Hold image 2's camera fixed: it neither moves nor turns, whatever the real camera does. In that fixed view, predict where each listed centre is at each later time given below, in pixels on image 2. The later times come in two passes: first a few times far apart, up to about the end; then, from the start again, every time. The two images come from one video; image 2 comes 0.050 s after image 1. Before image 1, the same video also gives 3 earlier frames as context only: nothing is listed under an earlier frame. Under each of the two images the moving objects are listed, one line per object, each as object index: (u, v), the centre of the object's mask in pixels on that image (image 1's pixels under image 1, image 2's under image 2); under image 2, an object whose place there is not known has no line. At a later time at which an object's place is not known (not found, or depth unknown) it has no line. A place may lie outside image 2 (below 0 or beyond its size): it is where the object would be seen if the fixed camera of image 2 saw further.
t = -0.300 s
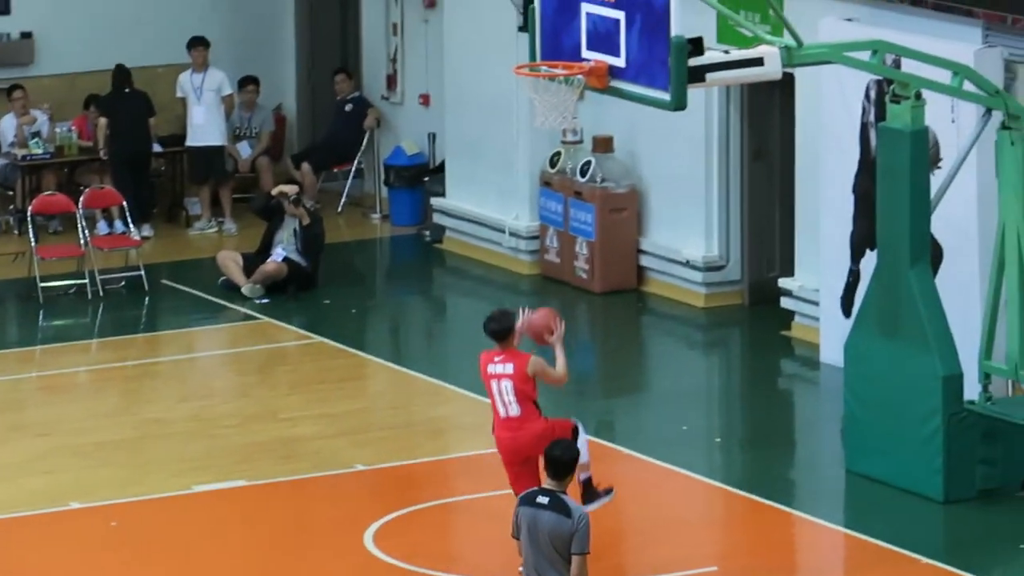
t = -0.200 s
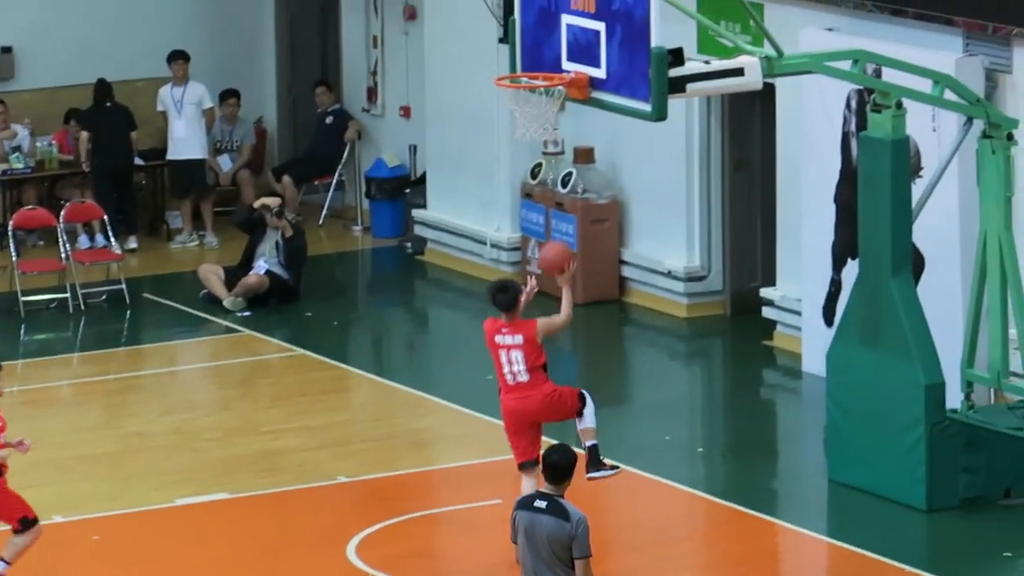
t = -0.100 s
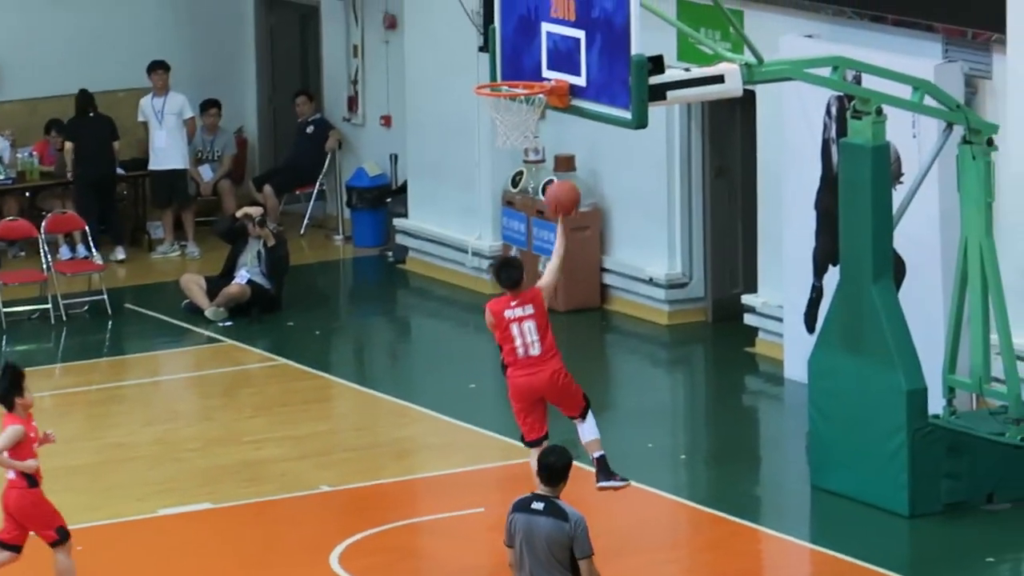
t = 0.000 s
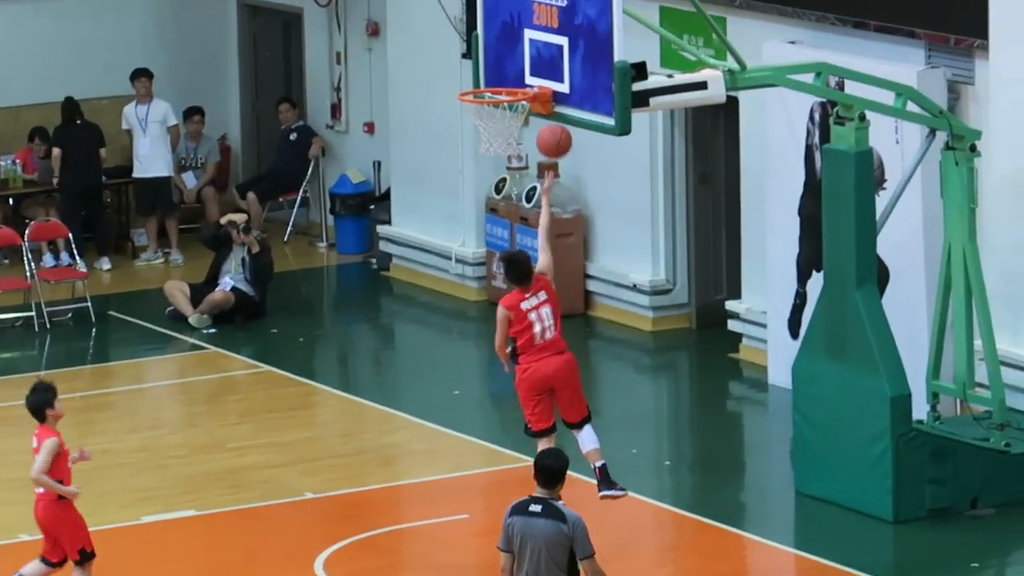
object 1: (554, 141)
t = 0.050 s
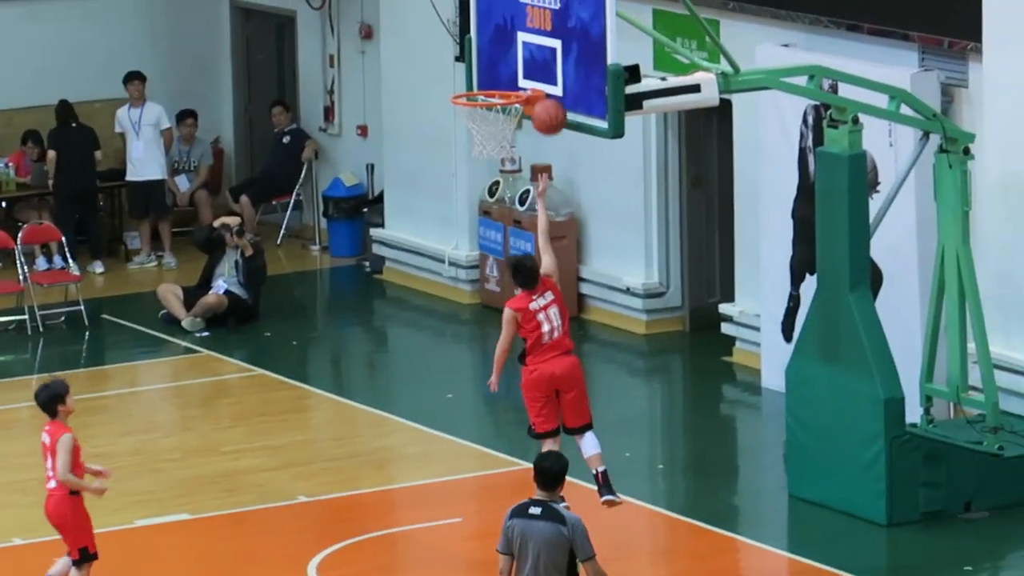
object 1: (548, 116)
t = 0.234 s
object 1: (524, 65)
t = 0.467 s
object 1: (472, 83)
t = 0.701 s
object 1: (496, 103)
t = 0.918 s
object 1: (481, 166)
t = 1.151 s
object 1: (470, 279)
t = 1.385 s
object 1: (460, 474)
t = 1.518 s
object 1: (454, 521)
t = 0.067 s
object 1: (549, 109)
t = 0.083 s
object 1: (550, 102)
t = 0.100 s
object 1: (552, 92)
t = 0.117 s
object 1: (551, 88)
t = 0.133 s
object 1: (548, 83)
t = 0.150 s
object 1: (544, 79)
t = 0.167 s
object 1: (540, 75)
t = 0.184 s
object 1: (536, 72)
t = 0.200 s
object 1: (532, 69)
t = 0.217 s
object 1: (528, 67)
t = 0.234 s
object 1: (524, 65)
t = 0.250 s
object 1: (520, 64)
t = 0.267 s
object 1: (516, 62)
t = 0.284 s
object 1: (513, 62)
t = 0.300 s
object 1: (509, 62)
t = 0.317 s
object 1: (505, 62)
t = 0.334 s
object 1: (501, 63)
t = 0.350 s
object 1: (497, 64)
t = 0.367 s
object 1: (494, 65)
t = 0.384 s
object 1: (490, 67)
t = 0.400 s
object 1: (486, 69)
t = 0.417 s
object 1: (483, 72)
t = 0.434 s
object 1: (479, 75)
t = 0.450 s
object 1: (475, 78)
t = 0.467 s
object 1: (472, 83)
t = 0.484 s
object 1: (469, 86)
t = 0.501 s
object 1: (470, 86)
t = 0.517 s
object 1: (474, 85)
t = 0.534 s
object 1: (476, 85)
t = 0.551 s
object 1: (479, 86)
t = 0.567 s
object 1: (482, 86)
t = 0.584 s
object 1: (484, 86)
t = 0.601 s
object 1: (487, 87)
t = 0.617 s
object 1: (491, 88)
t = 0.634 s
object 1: (493, 89)
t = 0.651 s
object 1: (496, 90)
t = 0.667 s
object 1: (498, 97)
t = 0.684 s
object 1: (498, 100)
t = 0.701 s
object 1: (496, 103)
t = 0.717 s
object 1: (495, 107)
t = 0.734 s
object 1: (494, 115)
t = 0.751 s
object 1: (494, 118)
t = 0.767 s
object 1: (492, 121)
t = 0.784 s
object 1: (490, 125)
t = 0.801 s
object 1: (489, 130)
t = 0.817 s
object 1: (487, 135)
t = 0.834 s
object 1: (487, 141)
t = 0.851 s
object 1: (486, 145)
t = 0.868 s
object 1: (485, 149)
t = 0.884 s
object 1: (484, 153)
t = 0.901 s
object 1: (482, 164)
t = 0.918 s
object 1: (481, 166)
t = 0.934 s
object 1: (481, 169)
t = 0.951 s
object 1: (480, 175)
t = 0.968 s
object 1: (480, 181)
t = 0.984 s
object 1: (479, 188)
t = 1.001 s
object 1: (478, 195)
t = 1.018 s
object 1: (477, 203)
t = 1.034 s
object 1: (476, 211)
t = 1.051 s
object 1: (475, 219)
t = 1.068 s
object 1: (474, 227)
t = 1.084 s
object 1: (473, 237)
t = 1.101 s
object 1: (473, 248)
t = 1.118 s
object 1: (471, 257)
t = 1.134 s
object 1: (470, 268)
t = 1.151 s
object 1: (470, 279)
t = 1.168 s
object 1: (469, 290)
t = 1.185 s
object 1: (468, 303)
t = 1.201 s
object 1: (467, 315)
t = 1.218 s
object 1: (466, 327)
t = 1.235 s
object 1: (466, 340)
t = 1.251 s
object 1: (465, 354)
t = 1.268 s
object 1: (464, 367)
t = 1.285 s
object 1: (464, 382)
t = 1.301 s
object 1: (463, 396)
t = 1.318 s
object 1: (462, 411)
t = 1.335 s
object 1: (461, 425)
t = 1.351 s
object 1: (461, 442)
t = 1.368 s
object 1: (460, 458)
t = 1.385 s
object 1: (460, 474)
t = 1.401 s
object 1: (460, 493)
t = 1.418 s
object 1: (459, 510)
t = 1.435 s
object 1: (459, 527)
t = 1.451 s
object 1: (457, 545)
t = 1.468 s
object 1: (458, 558)
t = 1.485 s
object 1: (457, 547)
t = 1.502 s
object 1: (455, 534)
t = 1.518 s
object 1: (454, 521)
